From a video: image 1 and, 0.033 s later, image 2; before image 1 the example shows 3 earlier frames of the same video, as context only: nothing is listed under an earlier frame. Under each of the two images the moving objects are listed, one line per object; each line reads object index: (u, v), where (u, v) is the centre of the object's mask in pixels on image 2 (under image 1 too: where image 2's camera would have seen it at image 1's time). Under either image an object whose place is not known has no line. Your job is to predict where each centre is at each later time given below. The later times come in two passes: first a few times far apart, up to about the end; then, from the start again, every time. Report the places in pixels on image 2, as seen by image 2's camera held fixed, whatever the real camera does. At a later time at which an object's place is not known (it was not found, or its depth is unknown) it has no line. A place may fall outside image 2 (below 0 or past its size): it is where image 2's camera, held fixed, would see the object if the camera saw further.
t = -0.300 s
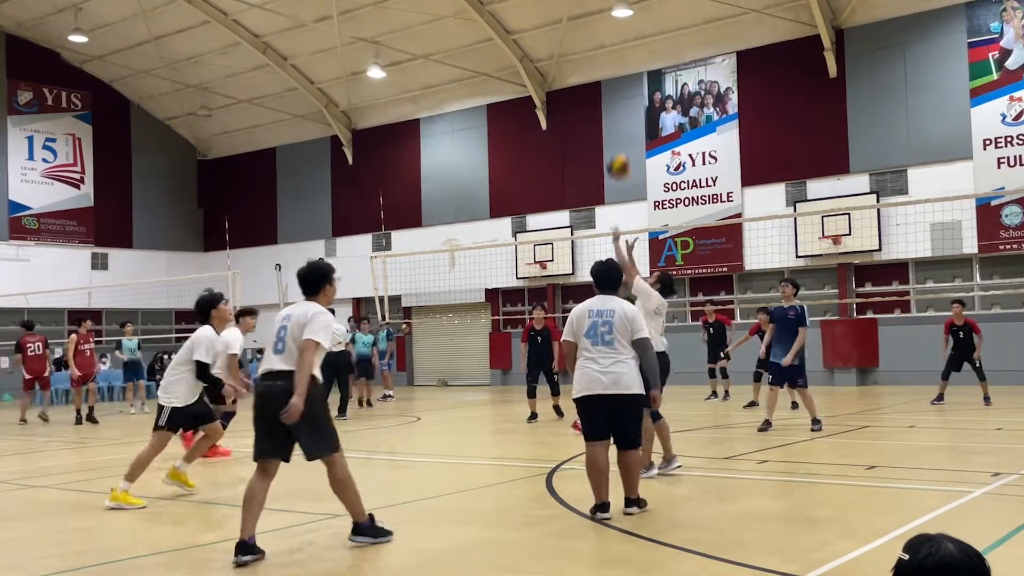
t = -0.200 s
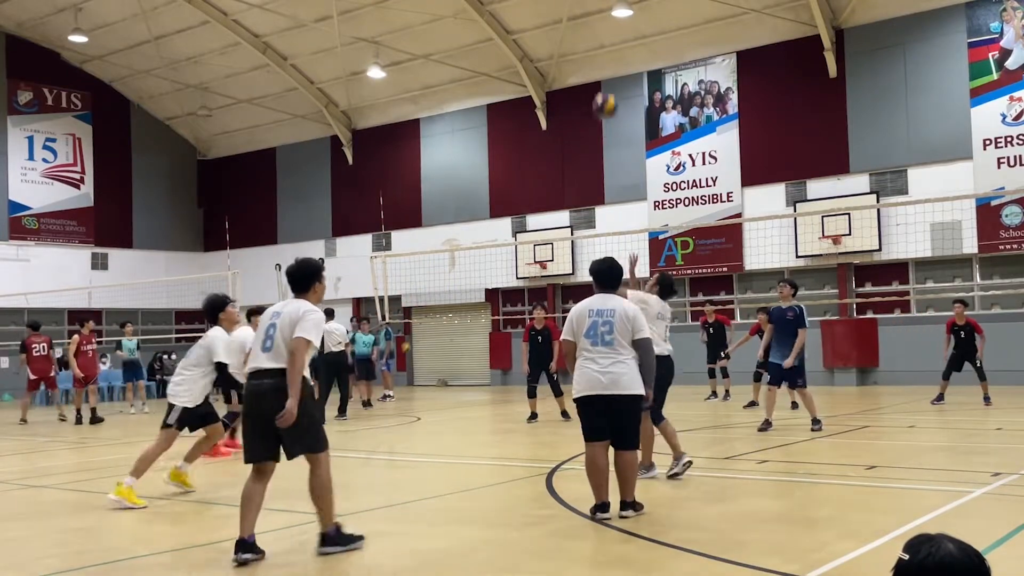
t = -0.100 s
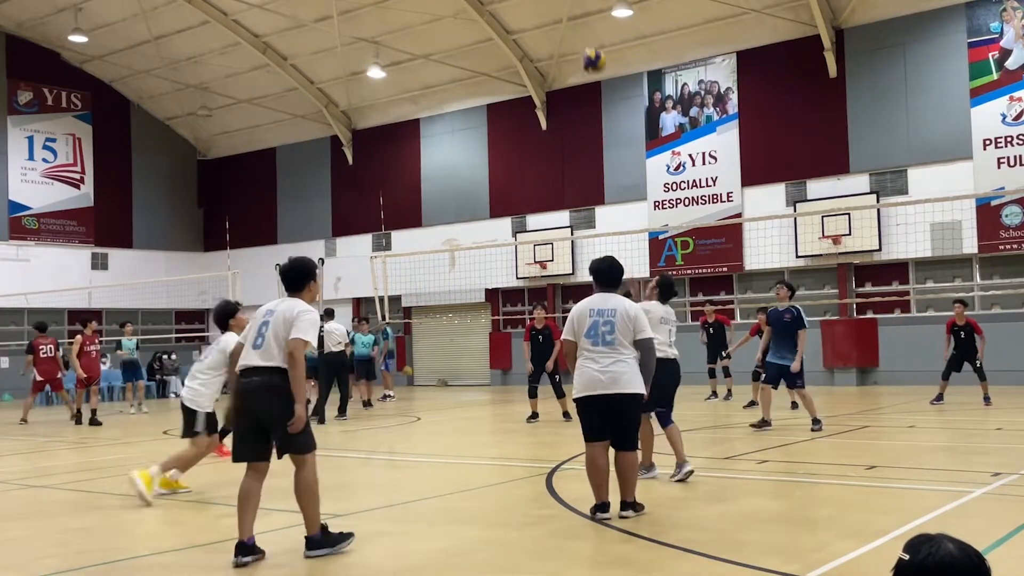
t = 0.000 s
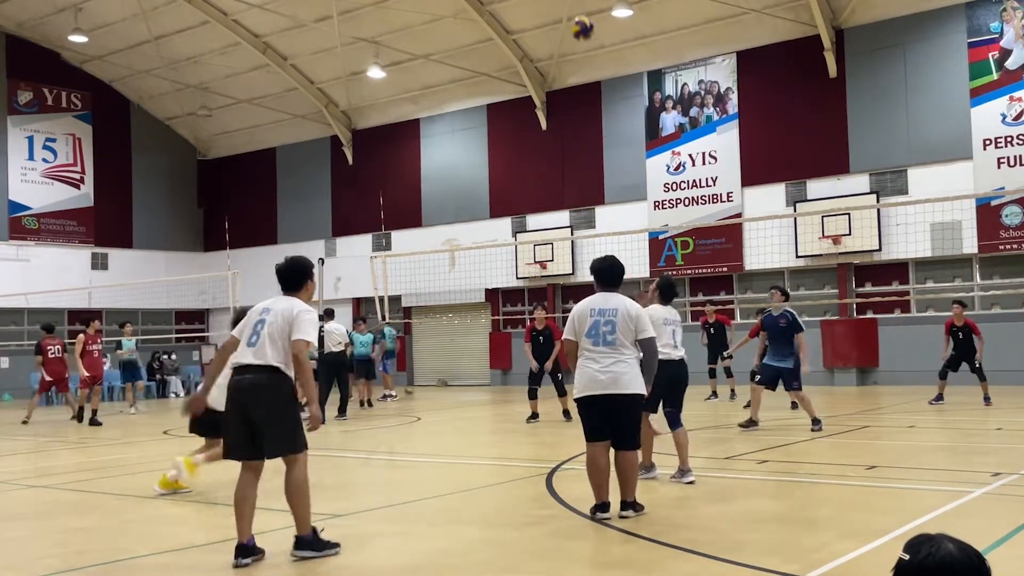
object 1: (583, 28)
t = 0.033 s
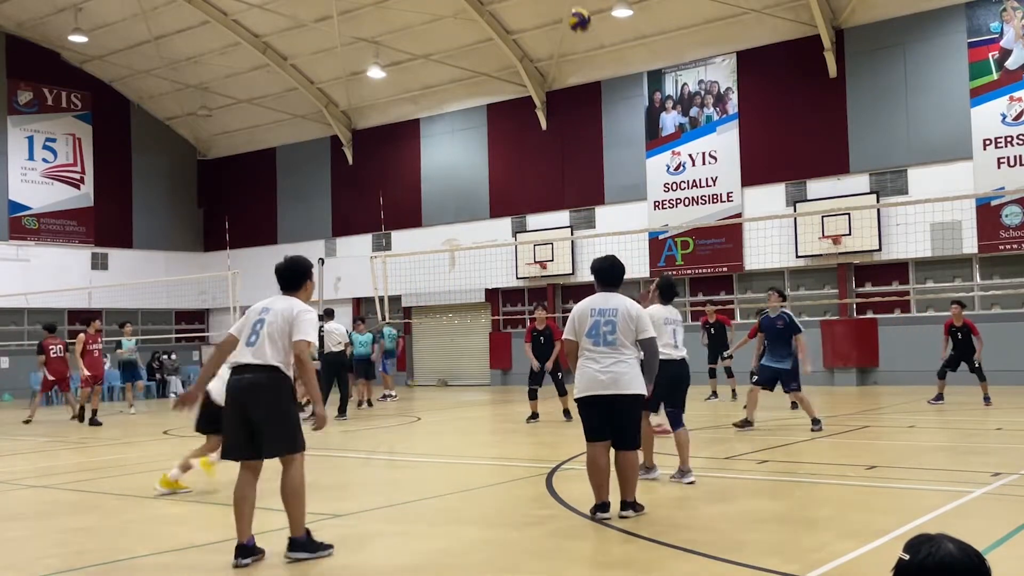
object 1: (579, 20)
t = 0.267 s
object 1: (558, 4)
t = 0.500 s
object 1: (541, 30)
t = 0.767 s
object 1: (523, 129)
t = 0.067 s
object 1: (576, 13)
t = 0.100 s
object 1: (573, 9)
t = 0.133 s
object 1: (569, 7)
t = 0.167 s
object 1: (566, 5)
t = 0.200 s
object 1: (563, 4)
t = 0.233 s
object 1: (560, 3)
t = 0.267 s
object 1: (558, 4)
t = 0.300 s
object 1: (555, 4)
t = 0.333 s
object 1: (552, 6)
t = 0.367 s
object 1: (550, 7)
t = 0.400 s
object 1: (547, 10)
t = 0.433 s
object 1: (545, 15)
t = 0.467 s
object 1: (543, 22)
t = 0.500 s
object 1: (541, 30)
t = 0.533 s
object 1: (538, 39)
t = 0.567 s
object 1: (536, 49)
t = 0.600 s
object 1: (534, 59)
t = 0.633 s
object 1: (531, 72)
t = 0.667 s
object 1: (529, 85)
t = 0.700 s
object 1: (527, 99)
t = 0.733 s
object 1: (525, 113)
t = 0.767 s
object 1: (523, 129)
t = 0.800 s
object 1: (521, 145)
